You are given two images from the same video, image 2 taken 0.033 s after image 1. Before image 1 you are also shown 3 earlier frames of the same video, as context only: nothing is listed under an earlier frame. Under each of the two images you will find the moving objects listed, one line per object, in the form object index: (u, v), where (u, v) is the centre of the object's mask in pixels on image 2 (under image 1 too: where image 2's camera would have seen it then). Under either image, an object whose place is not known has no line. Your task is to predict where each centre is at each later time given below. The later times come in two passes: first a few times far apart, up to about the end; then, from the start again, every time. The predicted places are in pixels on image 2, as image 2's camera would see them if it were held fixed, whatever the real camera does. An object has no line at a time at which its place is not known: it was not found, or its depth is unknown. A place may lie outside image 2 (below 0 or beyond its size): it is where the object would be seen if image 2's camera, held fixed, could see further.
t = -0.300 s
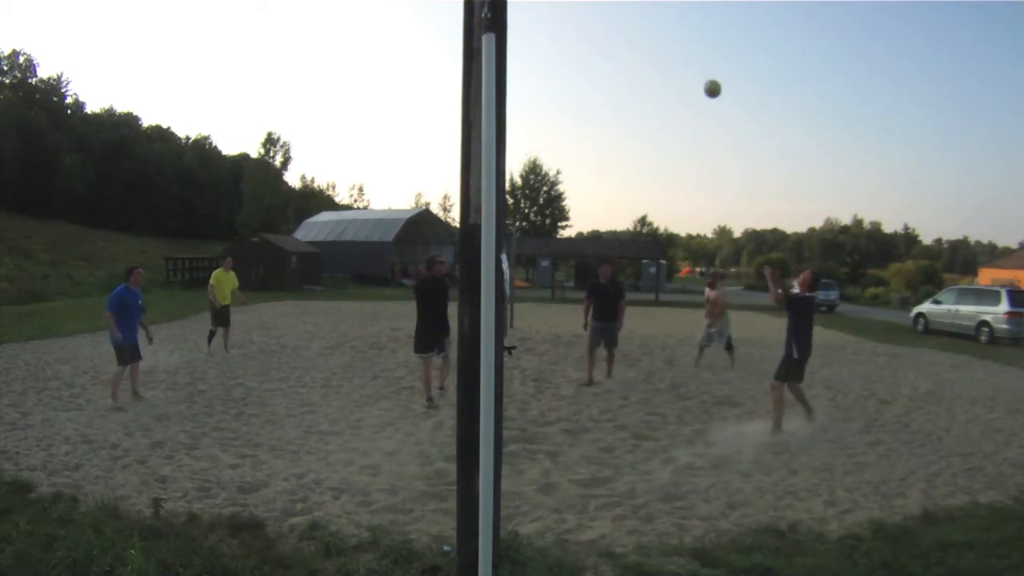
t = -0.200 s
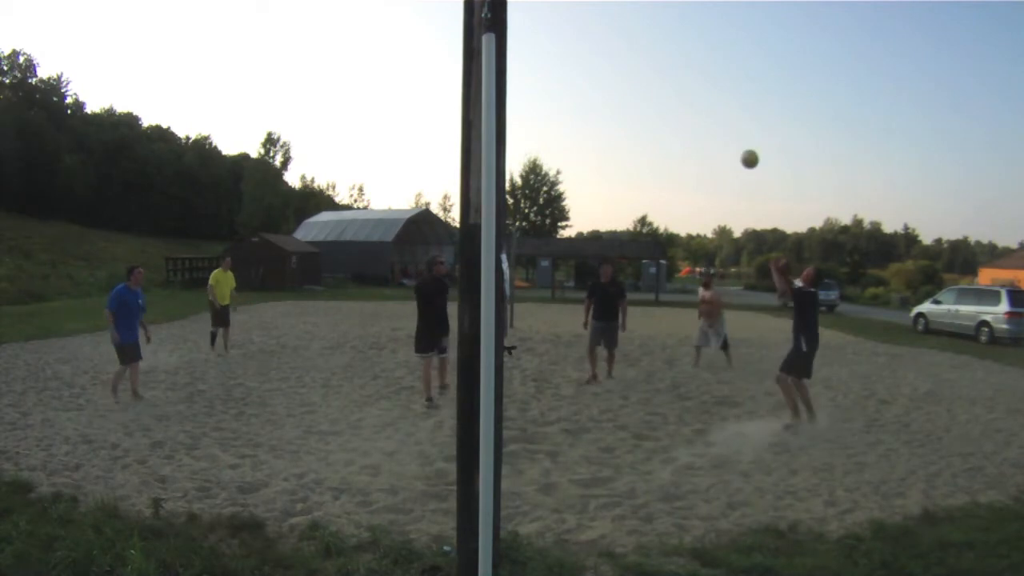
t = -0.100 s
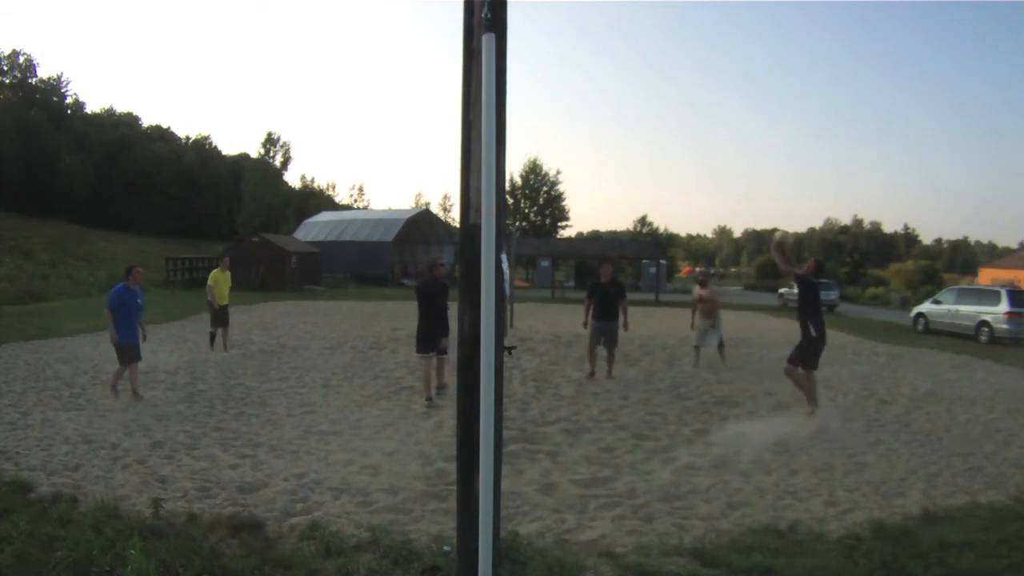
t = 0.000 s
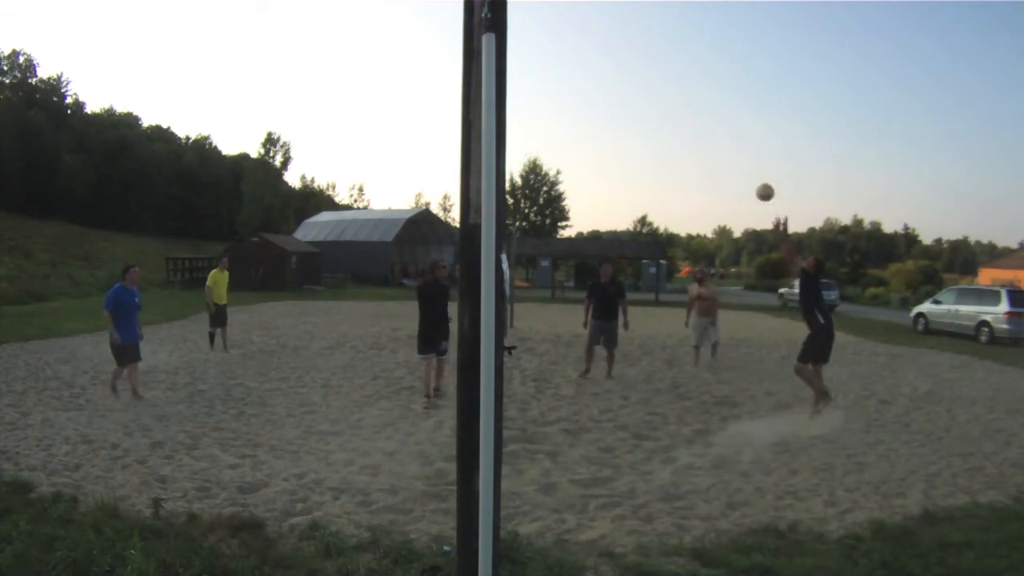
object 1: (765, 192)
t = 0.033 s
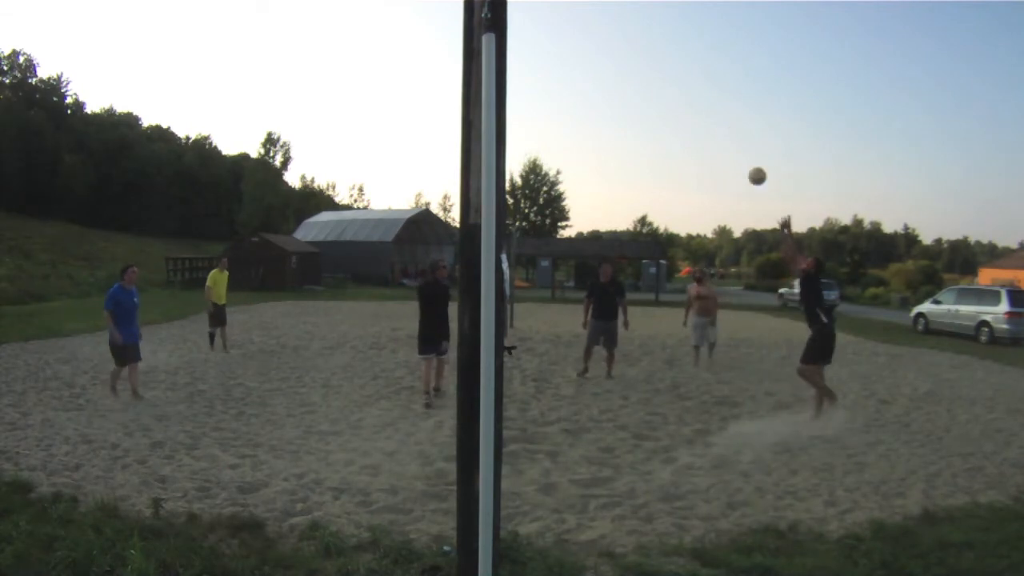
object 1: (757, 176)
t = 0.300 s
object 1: (698, 88)
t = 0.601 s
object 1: (641, 65)
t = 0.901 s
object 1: (593, 108)
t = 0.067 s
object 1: (749, 161)
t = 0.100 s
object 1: (742, 147)
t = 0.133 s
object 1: (734, 134)
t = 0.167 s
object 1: (726, 123)
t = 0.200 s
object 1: (719, 113)
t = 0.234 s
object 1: (712, 104)
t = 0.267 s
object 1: (704, 95)
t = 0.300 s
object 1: (698, 88)
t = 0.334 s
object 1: (691, 82)
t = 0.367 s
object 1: (684, 76)
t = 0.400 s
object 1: (677, 72)
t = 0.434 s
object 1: (671, 69)
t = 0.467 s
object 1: (665, 66)
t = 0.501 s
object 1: (659, 65)
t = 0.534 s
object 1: (653, 64)
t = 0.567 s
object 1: (647, 64)
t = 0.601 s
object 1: (641, 65)
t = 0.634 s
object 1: (635, 66)
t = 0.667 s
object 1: (630, 69)
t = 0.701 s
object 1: (624, 72)
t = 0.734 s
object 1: (619, 76)
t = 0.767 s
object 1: (613, 81)
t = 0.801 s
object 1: (608, 87)
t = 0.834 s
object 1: (603, 93)
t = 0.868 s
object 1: (598, 101)
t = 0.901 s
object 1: (593, 108)
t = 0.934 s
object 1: (588, 117)
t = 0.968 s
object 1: (583, 127)
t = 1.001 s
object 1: (578, 137)
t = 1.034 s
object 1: (573, 148)
